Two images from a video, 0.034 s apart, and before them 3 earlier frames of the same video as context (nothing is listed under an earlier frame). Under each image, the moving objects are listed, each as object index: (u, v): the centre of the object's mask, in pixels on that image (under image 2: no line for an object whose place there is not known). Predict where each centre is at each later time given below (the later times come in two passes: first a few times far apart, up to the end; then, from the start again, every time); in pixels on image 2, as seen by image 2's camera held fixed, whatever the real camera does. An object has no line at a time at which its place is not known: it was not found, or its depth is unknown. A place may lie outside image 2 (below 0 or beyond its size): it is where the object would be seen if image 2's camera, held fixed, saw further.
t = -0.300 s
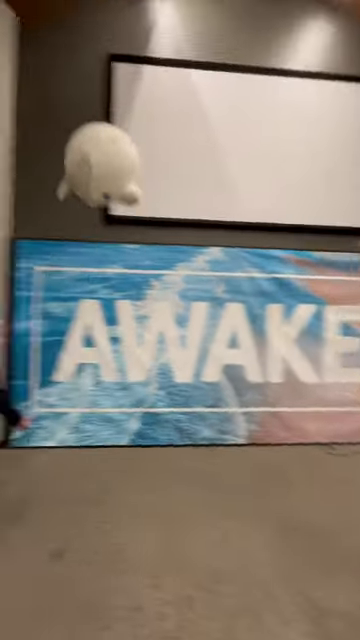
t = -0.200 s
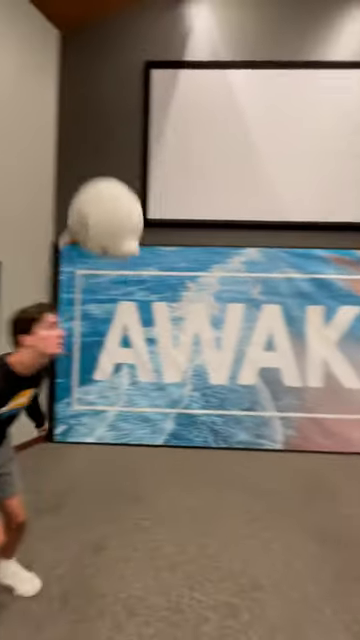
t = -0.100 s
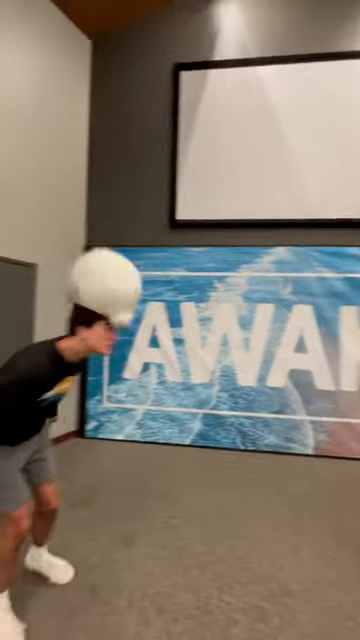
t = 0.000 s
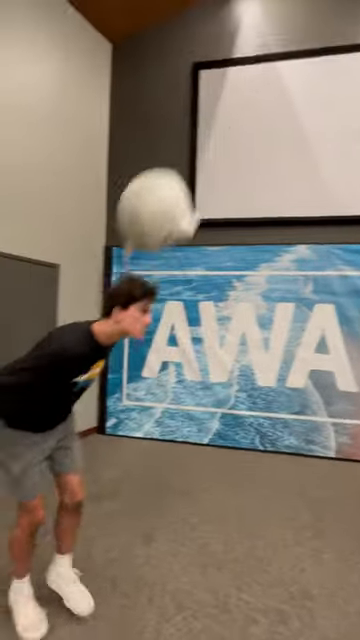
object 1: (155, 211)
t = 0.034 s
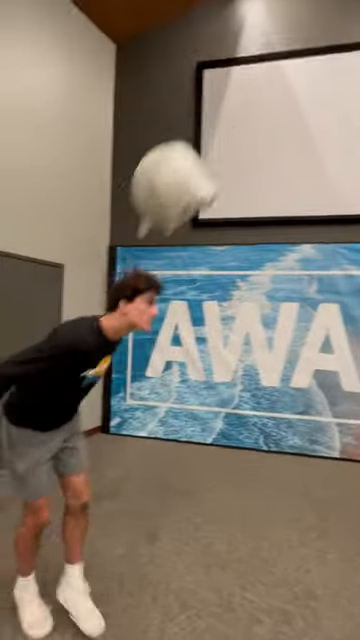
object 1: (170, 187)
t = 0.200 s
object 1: (216, 88)
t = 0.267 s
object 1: (230, 70)
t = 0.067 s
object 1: (180, 164)
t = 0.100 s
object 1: (190, 143)
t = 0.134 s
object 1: (199, 123)
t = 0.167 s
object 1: (207, 106)
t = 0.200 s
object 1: (216, 88)
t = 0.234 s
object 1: (223, 79)
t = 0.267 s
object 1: (230, 70)
